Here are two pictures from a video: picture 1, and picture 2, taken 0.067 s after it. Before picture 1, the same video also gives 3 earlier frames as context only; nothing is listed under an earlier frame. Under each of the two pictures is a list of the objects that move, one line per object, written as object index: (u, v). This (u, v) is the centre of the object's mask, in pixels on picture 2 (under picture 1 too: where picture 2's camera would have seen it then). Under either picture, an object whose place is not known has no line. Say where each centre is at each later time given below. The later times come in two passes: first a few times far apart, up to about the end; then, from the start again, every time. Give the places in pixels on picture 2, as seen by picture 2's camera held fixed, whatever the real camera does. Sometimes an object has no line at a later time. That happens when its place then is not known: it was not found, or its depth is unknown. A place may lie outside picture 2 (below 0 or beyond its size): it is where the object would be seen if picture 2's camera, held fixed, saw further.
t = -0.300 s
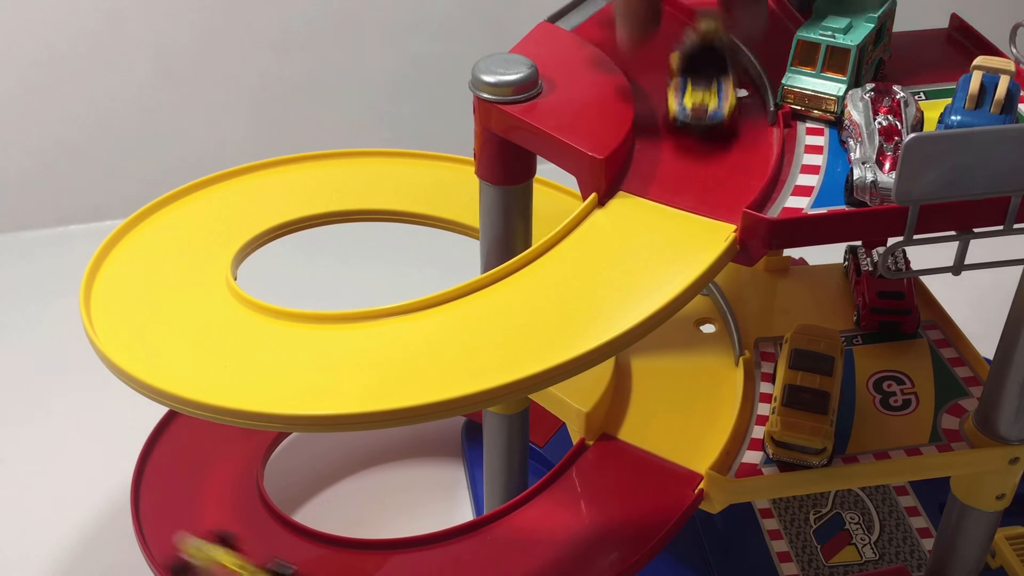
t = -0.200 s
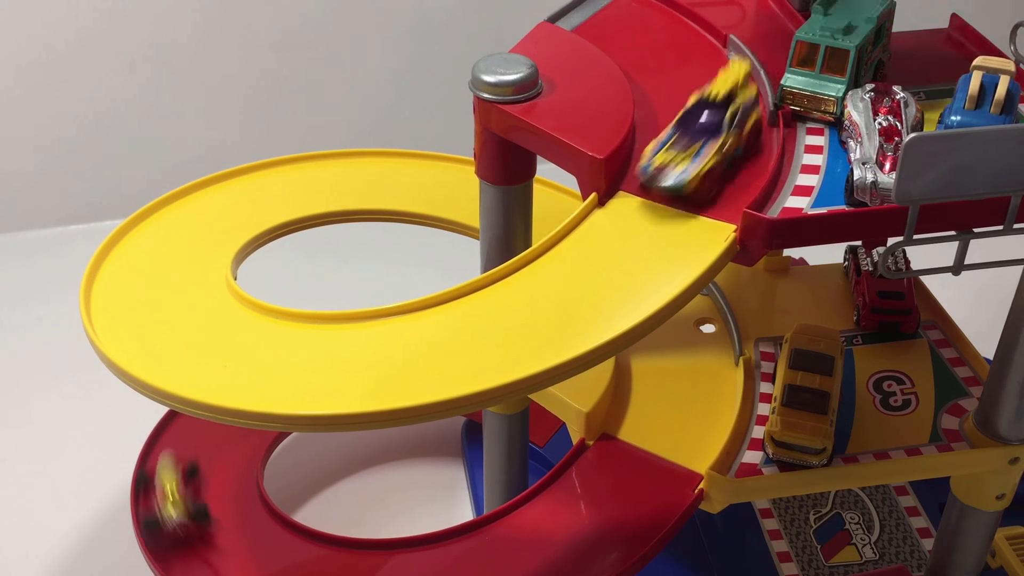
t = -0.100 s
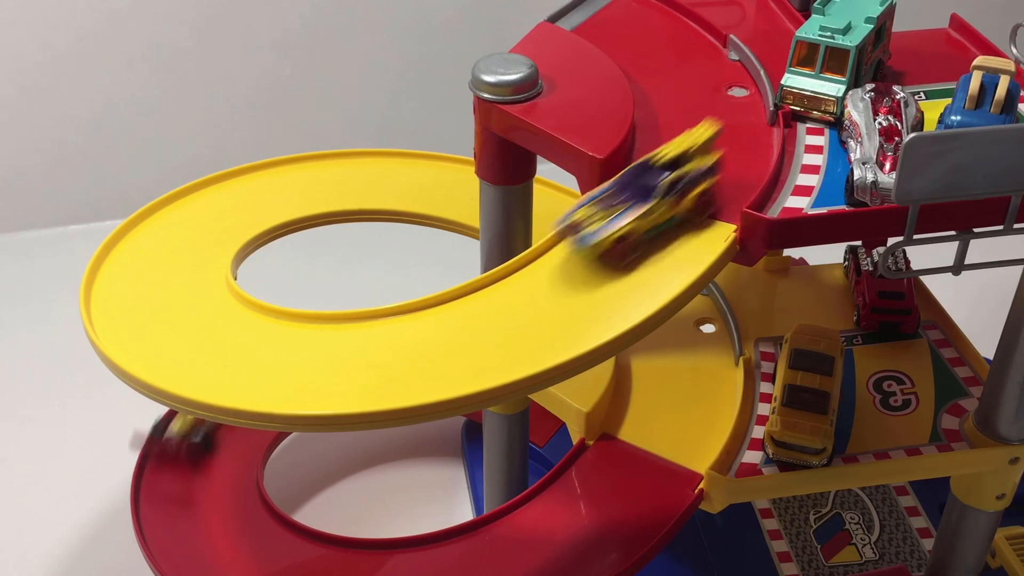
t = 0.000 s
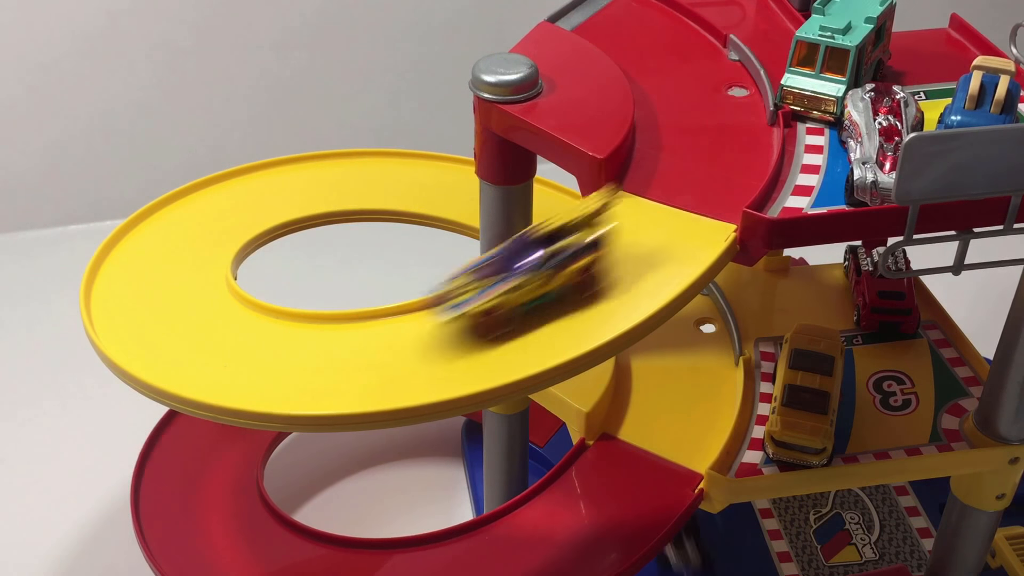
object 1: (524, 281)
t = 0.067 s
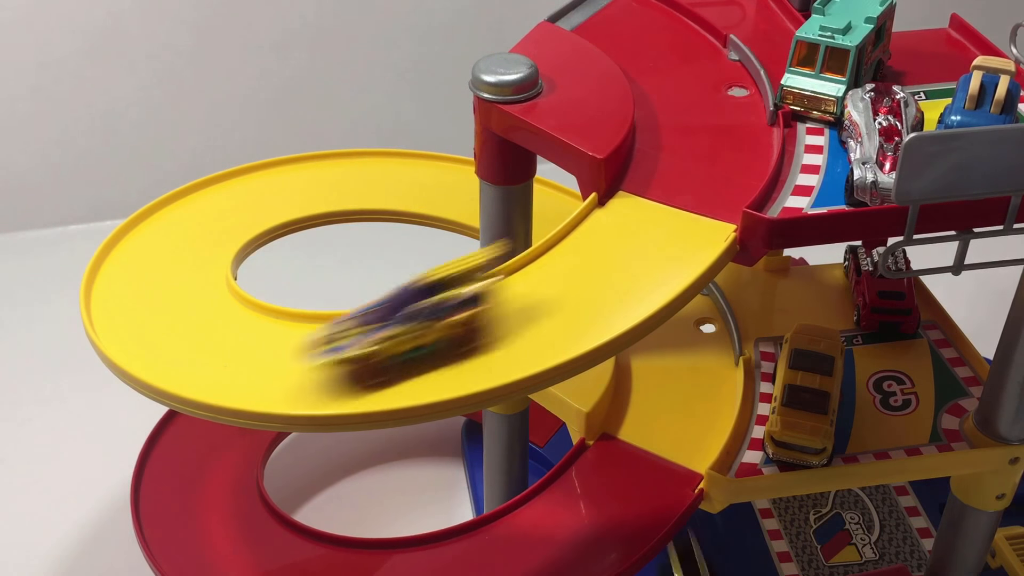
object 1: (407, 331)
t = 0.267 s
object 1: (132, 309)
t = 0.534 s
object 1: (284, 169)
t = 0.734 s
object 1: (556, 194)
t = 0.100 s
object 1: (336, 355)
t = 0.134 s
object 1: (271, 360)
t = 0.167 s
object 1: (220, 358)
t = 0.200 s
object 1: (179, 345)
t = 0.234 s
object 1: (150, 328)
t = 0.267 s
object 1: (132, 309)
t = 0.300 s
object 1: (125, 290)
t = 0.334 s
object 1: (126, 267)
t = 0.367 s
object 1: (135, 245)
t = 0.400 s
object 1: (152, 223)
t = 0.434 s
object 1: (175, 204)
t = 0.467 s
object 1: (205, 188)
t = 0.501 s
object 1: (246, 178)
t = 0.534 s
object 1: (284, 169)
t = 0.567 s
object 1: (320, 162)
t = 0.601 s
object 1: (360, 157)
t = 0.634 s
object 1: (402, 157)
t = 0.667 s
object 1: (437, 165)
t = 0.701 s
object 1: (458, 174)
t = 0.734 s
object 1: (556, 194)
